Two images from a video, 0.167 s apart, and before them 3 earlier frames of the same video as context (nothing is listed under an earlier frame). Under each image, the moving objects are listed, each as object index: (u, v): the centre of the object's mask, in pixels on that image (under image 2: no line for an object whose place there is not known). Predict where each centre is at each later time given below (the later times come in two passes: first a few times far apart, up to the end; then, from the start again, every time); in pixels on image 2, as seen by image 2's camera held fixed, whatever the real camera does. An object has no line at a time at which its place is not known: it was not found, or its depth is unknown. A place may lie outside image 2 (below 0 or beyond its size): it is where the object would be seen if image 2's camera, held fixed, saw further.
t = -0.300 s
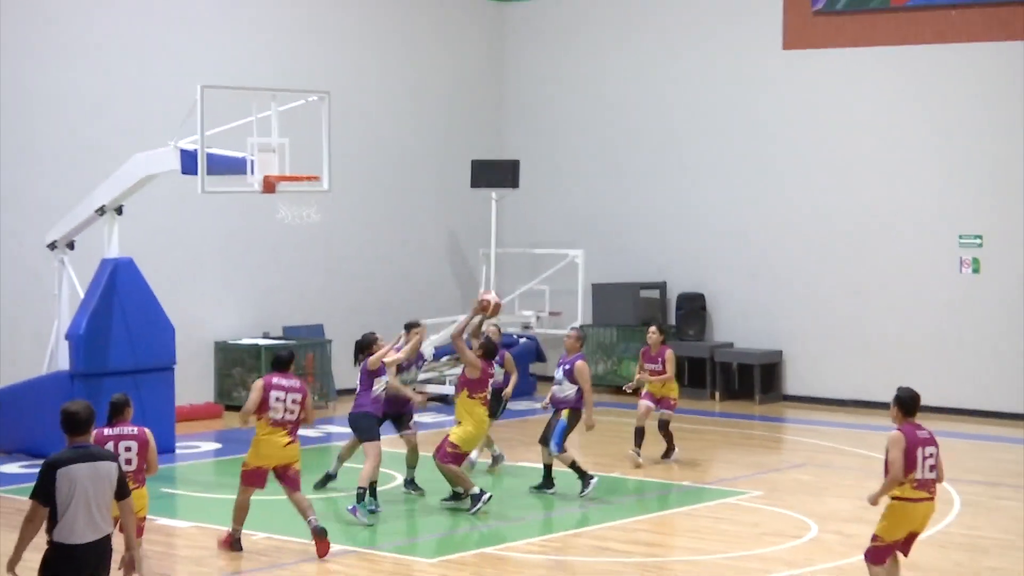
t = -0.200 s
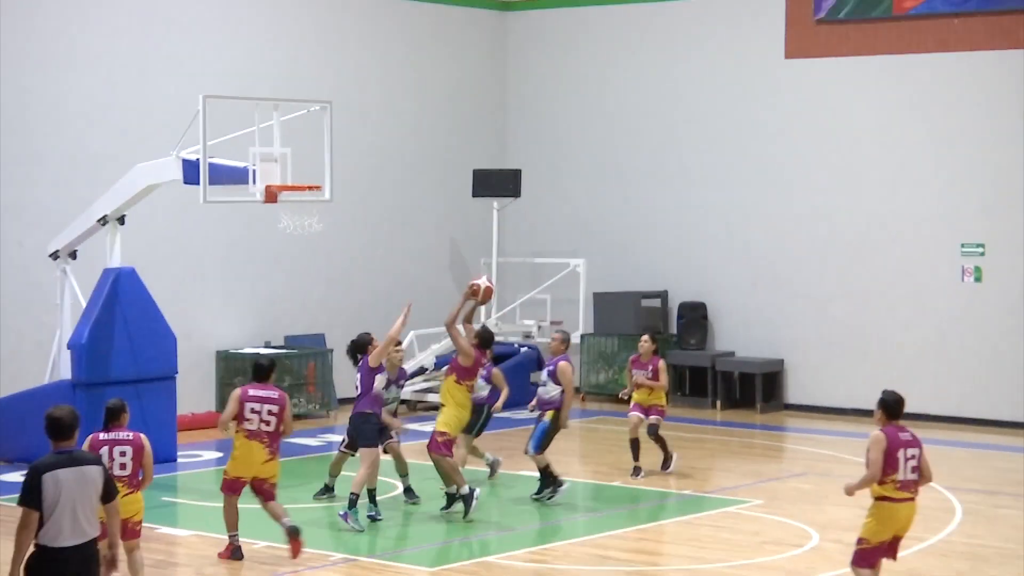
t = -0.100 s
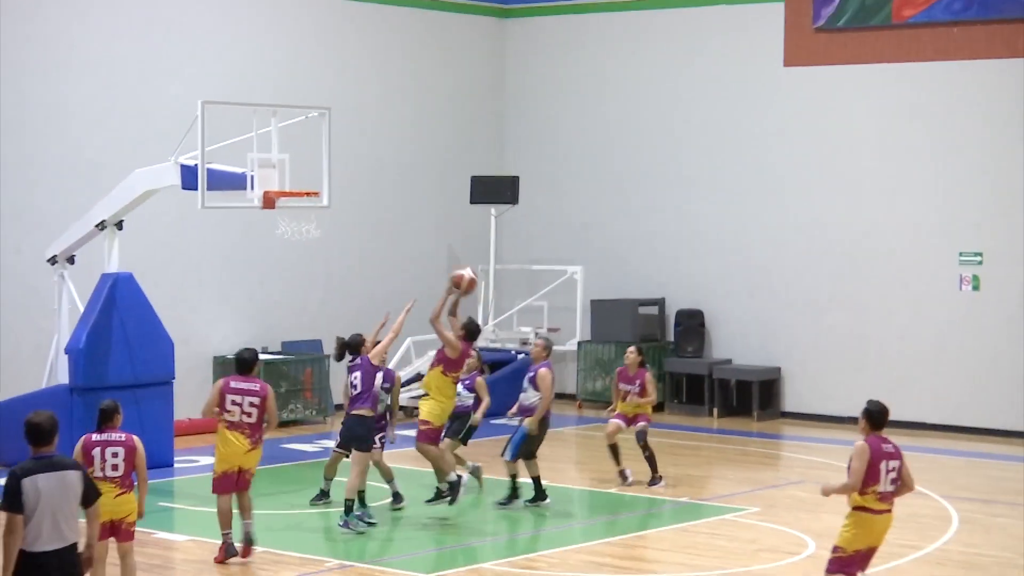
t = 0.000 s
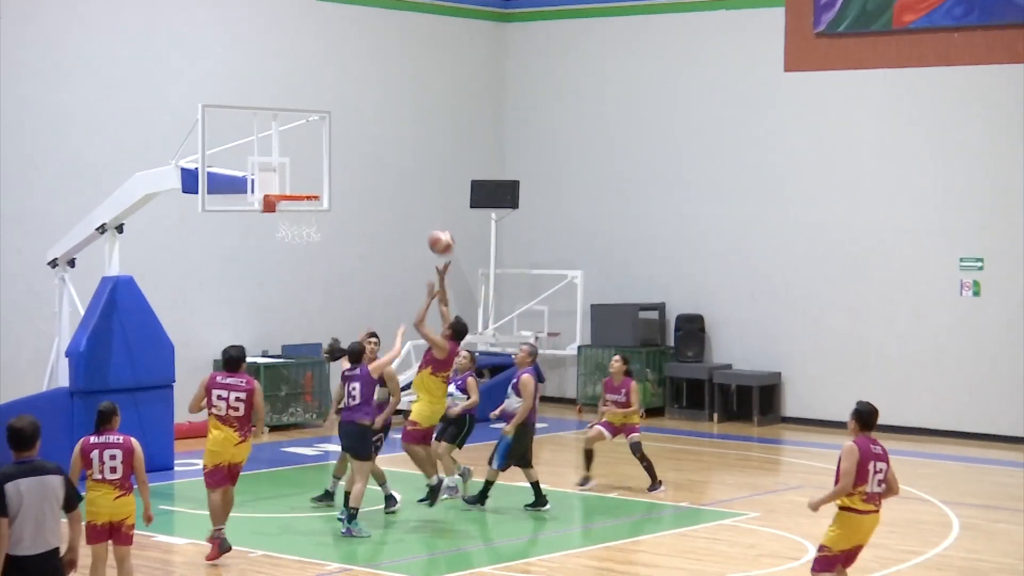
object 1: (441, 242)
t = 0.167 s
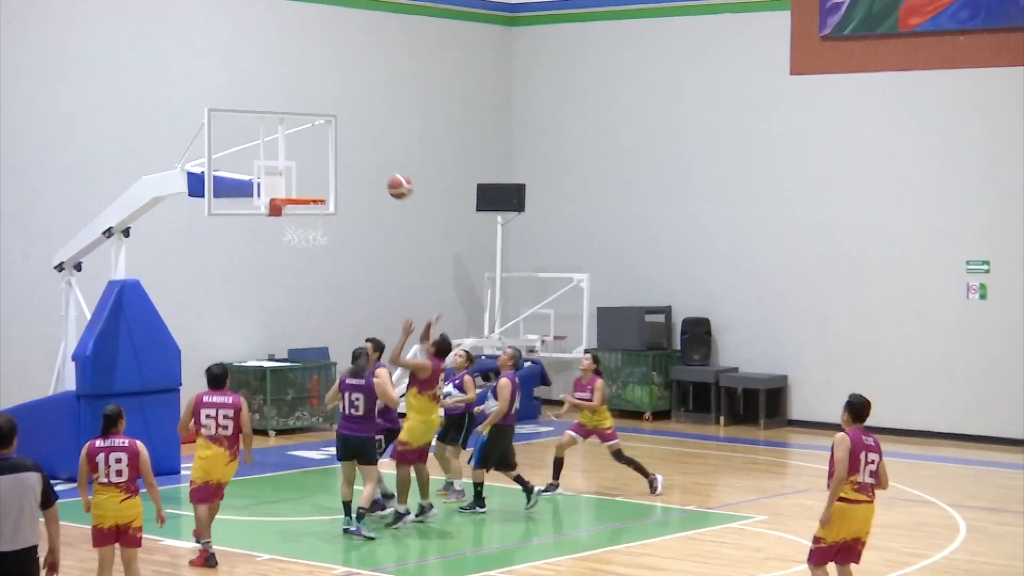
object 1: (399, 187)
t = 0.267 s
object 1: (372, 166)
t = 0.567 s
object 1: (293, 164)
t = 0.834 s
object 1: (291, 170)
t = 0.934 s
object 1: (302, 167)
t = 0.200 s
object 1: (390, 179)
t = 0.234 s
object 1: (381, 172)
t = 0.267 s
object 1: (372, 166)
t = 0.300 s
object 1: (363, 161)
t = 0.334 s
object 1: (354, 158)
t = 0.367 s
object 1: (346, 155)
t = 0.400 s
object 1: (336, 154)
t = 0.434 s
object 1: (328, 154)
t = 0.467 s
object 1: (319, 154)
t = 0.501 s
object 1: (310, 156)
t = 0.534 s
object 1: (301, 160)
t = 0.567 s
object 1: (293, 164)
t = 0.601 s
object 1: (285, 169)
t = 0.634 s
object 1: (276, 176)
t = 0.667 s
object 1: (271, 182)
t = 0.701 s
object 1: (277, 187)
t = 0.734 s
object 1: (281, 181)
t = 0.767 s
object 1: (284, 177)
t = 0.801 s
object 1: (287, 173)
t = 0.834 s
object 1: (291, 170)
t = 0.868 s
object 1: (294, 168)
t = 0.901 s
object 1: (298, 167)
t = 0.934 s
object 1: (302, 167)
